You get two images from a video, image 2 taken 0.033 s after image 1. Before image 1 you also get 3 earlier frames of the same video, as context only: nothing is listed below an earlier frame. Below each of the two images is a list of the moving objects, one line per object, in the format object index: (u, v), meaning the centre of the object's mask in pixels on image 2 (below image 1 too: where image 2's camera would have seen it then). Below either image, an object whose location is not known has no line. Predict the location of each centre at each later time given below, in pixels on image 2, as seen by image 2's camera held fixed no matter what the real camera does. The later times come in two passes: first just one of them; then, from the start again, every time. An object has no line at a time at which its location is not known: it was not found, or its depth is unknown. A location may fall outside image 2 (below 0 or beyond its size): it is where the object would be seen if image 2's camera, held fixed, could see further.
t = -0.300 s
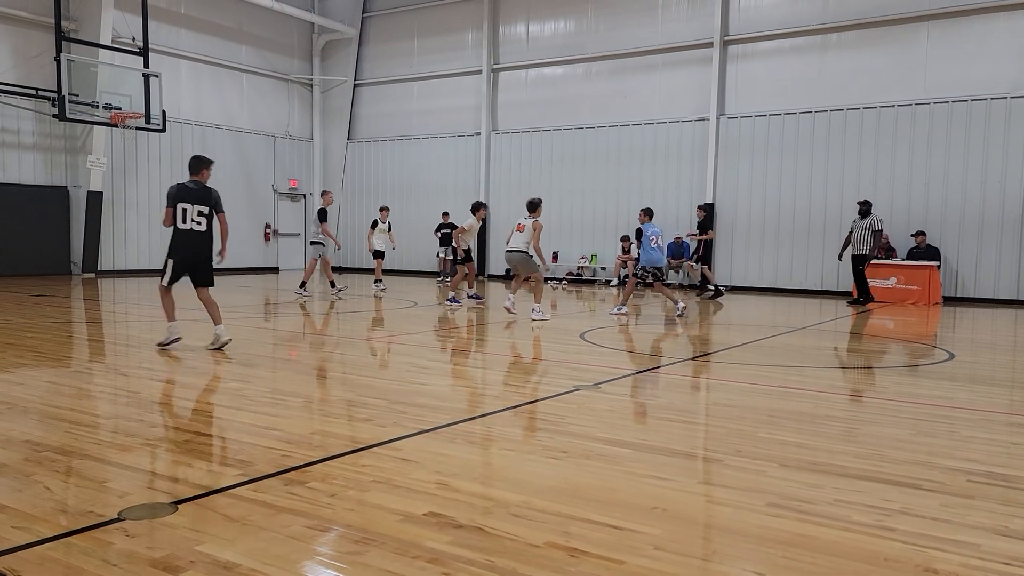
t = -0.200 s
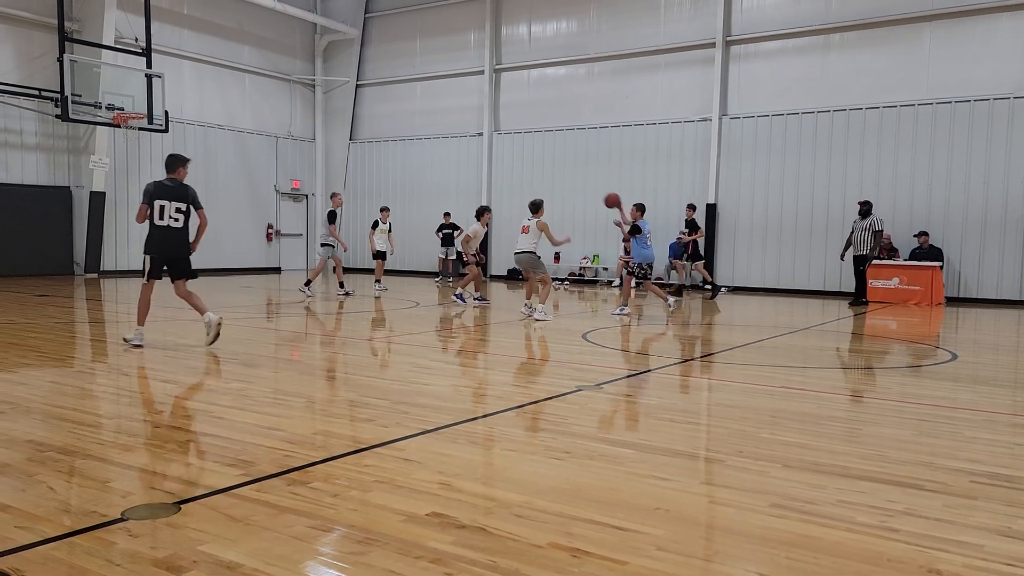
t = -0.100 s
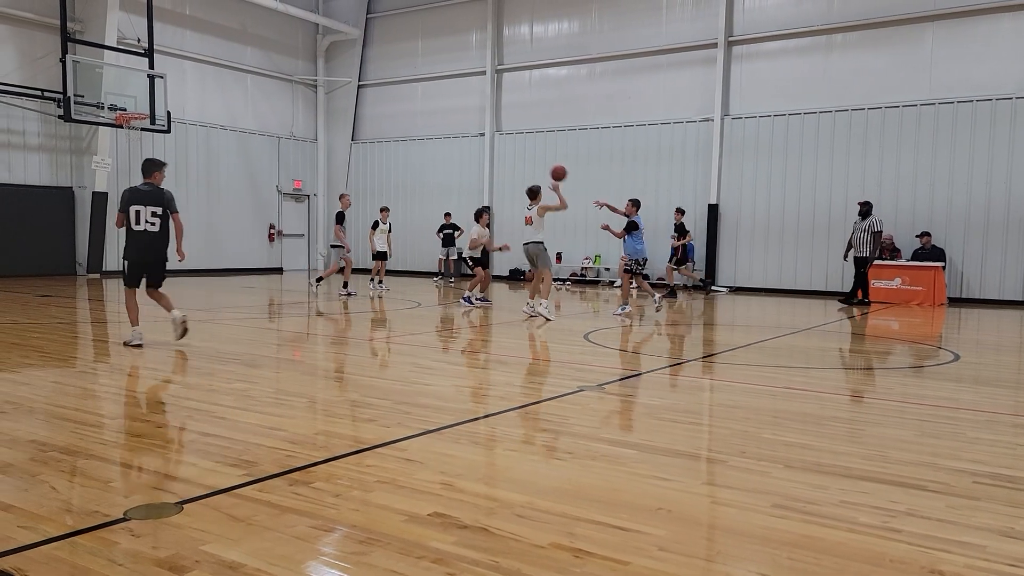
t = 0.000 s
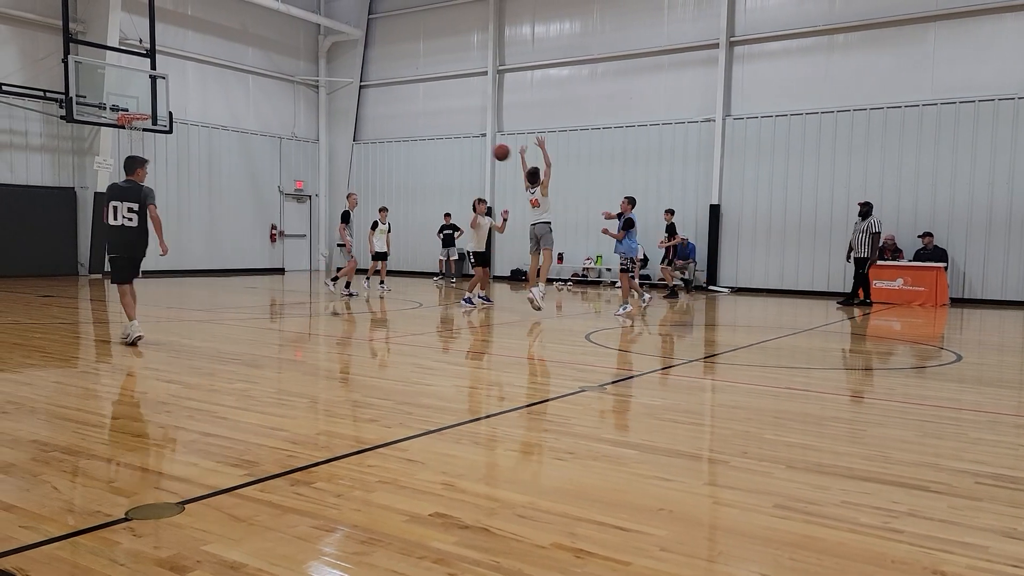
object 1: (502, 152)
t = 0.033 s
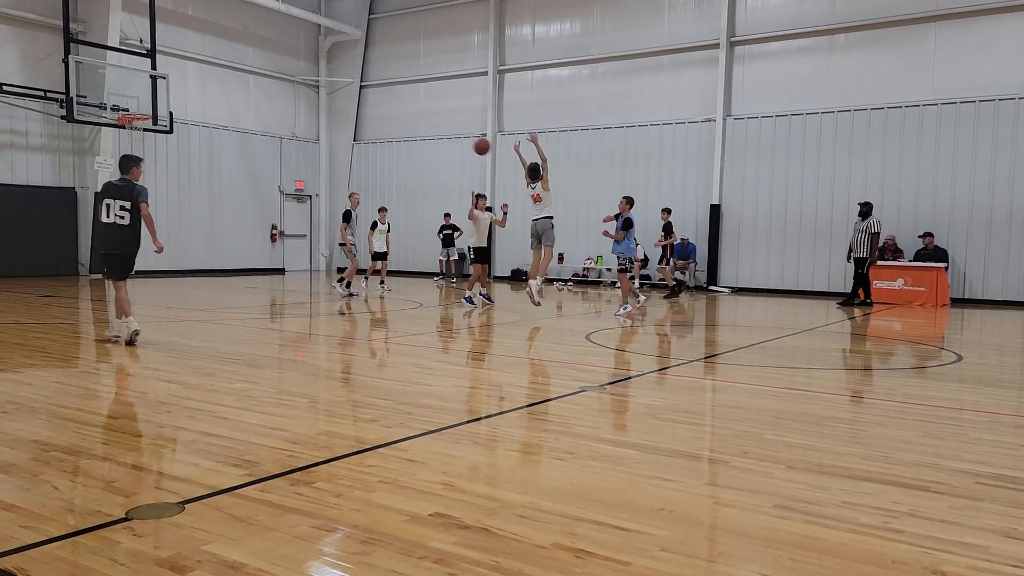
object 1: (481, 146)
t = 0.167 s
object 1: (398, 129)
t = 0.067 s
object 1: (461, 140)
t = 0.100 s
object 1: (440, 136)
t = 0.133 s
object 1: (420, 132)
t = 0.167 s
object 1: (398, 129)
